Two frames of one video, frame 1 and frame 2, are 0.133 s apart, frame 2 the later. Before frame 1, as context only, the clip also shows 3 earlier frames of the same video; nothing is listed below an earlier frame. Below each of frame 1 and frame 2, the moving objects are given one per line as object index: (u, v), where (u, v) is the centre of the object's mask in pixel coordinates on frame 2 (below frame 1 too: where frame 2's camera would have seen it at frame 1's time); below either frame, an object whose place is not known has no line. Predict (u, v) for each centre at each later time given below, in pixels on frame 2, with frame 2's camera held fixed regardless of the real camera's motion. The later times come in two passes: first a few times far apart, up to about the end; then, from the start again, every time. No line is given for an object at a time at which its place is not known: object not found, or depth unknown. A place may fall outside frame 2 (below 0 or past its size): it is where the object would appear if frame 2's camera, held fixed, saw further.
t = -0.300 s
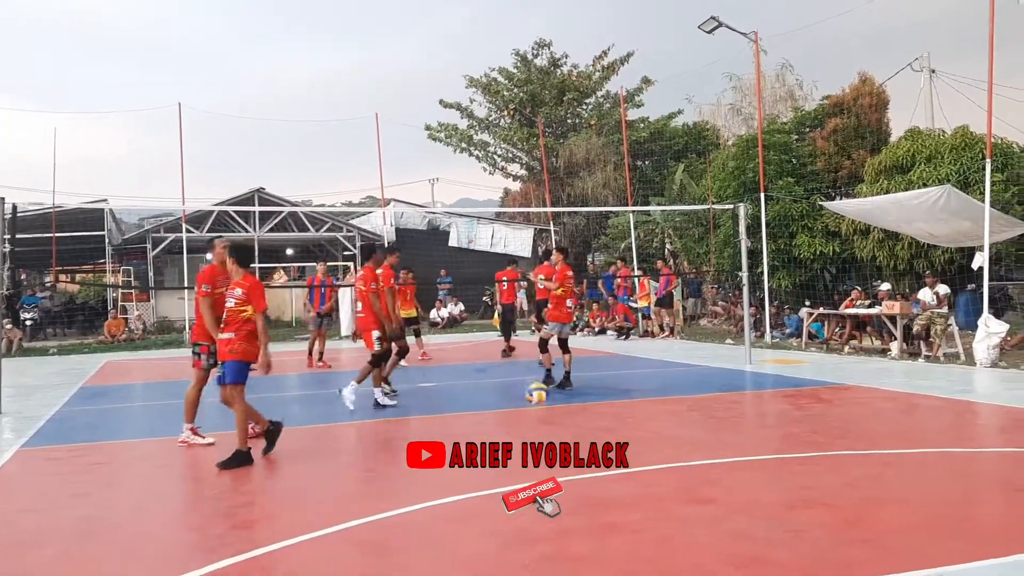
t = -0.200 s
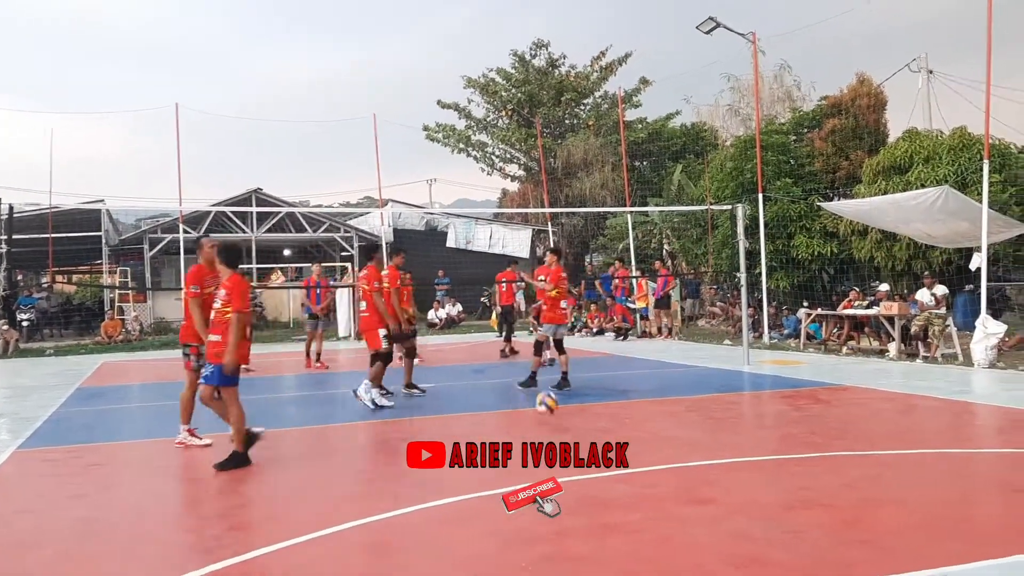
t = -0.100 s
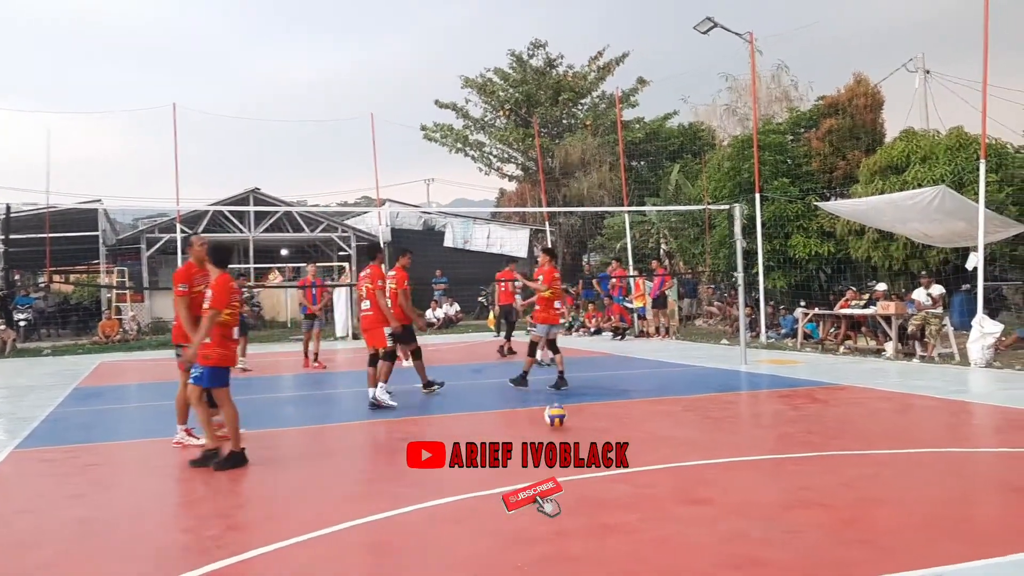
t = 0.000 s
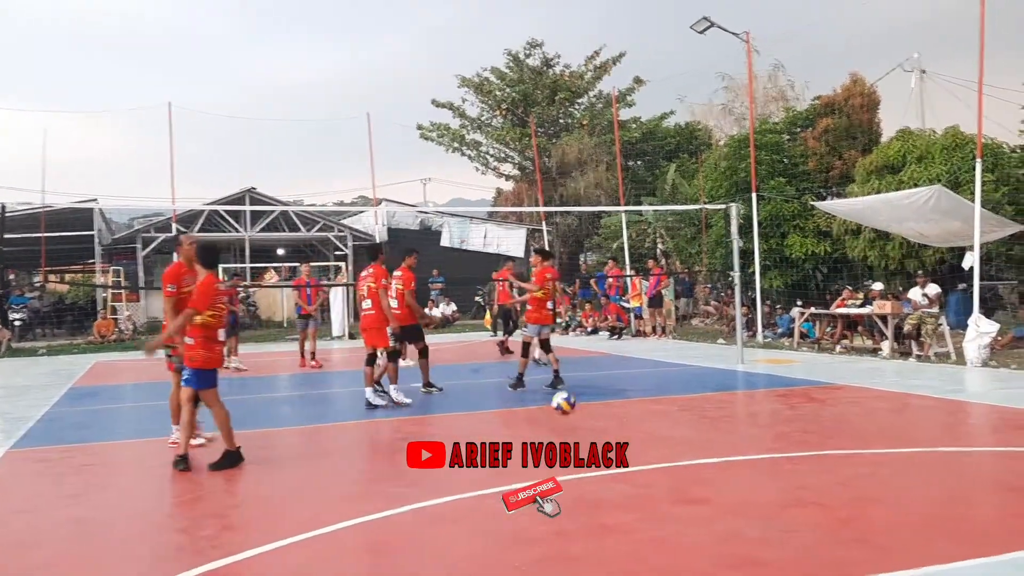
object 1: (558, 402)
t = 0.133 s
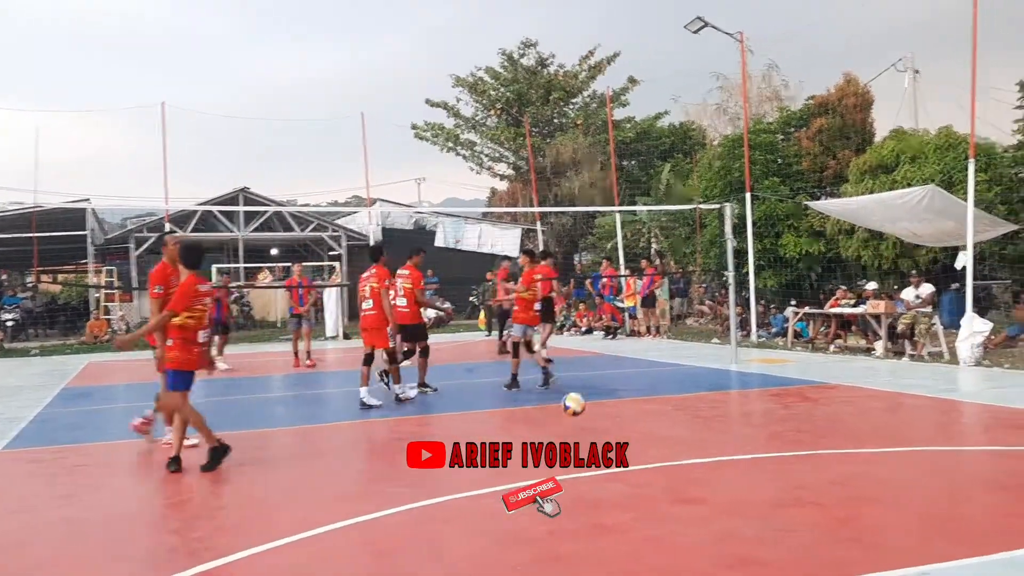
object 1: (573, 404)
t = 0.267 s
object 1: (589, 419)
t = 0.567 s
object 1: (623, 422)
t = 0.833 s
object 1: (654, 422)
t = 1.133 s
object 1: (689, 424)
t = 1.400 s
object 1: (720, 425)
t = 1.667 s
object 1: (750, 432)
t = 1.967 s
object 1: (783, 435)
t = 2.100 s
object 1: (798, 436)
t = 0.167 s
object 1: (576, 407)
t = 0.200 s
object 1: (581, 411)
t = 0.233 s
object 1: (585, 419)
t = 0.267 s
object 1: (589, 419)
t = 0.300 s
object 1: (592, 414)
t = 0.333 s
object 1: (596, 411)
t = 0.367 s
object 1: (600, 409)
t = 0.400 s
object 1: (603, 409)
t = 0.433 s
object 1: (607, 409)
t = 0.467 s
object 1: (610, 411)
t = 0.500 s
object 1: (615, 414)
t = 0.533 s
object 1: (618, 418)
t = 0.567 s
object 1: (623, 422)
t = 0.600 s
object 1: (626, 418)
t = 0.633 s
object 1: (630, 415)
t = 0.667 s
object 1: (634, 414)
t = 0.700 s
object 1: (637, 414)
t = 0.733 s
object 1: (641, 414)
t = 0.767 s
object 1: (645, 415)
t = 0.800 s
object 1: (649, 418)
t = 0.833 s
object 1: (654, 422)
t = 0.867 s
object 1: (657, 420)
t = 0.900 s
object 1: (661, 418)
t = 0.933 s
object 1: (665, 417)
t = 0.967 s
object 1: (670, 417)
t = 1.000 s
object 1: (674, 418)
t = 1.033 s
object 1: (677, 419)
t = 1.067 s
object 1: (682, 423)
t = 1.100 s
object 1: (686, 427)
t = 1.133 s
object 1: (689, 424)
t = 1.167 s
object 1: (693, 422)
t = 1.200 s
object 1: (696, 422)
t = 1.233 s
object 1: (700, 423)
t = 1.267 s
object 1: (704, 425)
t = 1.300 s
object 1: (708, 429)
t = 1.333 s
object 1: (712, 427)
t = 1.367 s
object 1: (716, 425)
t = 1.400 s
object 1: (720, 425)
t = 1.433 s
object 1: (723, 426)
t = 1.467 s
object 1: (728, 428)
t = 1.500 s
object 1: (732, 431)
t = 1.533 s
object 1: (735, 429)
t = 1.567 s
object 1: (738, 428)
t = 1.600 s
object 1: (743, 427)
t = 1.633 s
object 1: (746, 429)
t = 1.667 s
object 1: (750, 432)
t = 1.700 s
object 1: (753, 432)
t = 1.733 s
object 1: (757, 429)
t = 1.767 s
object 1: (760, 429)
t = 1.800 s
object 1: (765, 430)
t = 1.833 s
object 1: (768, 433)
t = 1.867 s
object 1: (772, 432)
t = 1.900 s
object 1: (776, 431)
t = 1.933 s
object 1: (780, 432)
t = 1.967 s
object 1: (783, 435)
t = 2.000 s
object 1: (787, 434)
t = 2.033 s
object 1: (790, 434)
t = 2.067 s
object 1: (794, 435)
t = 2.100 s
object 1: (798, 436)
